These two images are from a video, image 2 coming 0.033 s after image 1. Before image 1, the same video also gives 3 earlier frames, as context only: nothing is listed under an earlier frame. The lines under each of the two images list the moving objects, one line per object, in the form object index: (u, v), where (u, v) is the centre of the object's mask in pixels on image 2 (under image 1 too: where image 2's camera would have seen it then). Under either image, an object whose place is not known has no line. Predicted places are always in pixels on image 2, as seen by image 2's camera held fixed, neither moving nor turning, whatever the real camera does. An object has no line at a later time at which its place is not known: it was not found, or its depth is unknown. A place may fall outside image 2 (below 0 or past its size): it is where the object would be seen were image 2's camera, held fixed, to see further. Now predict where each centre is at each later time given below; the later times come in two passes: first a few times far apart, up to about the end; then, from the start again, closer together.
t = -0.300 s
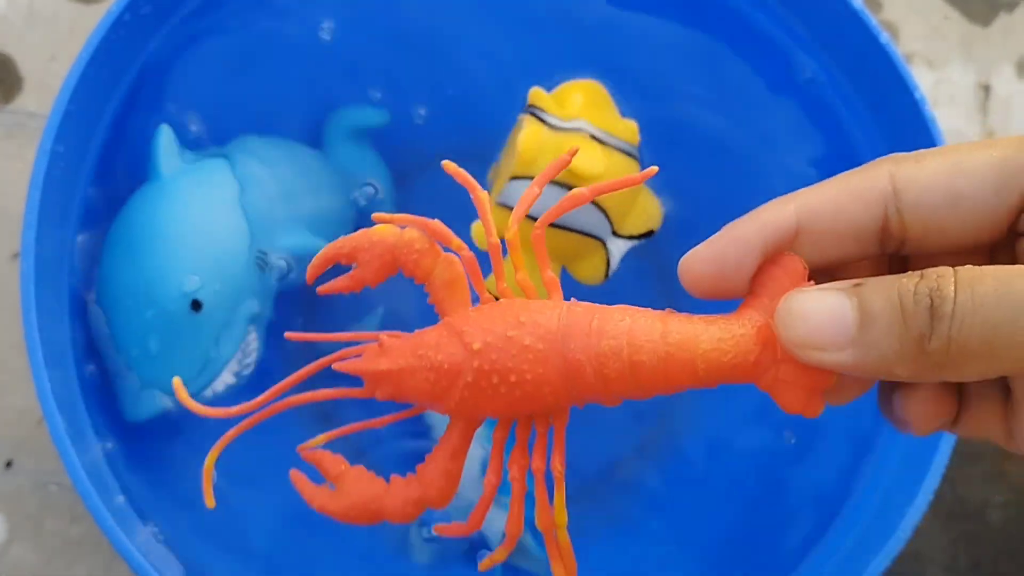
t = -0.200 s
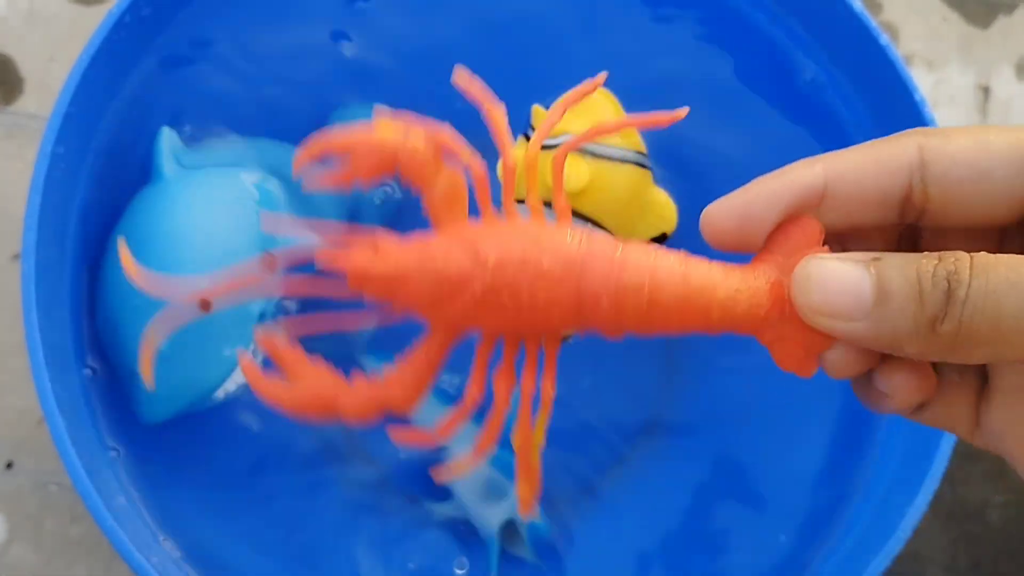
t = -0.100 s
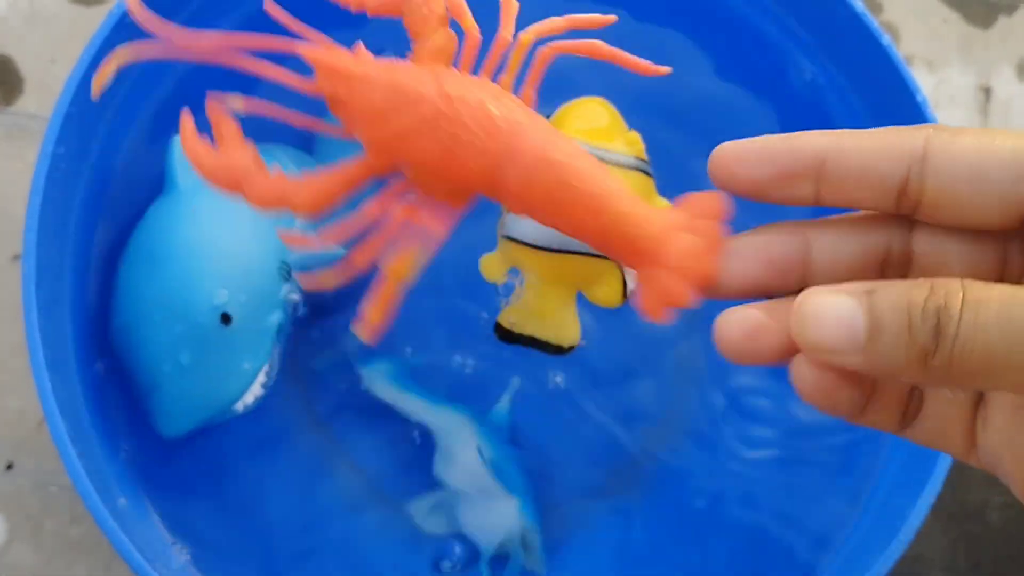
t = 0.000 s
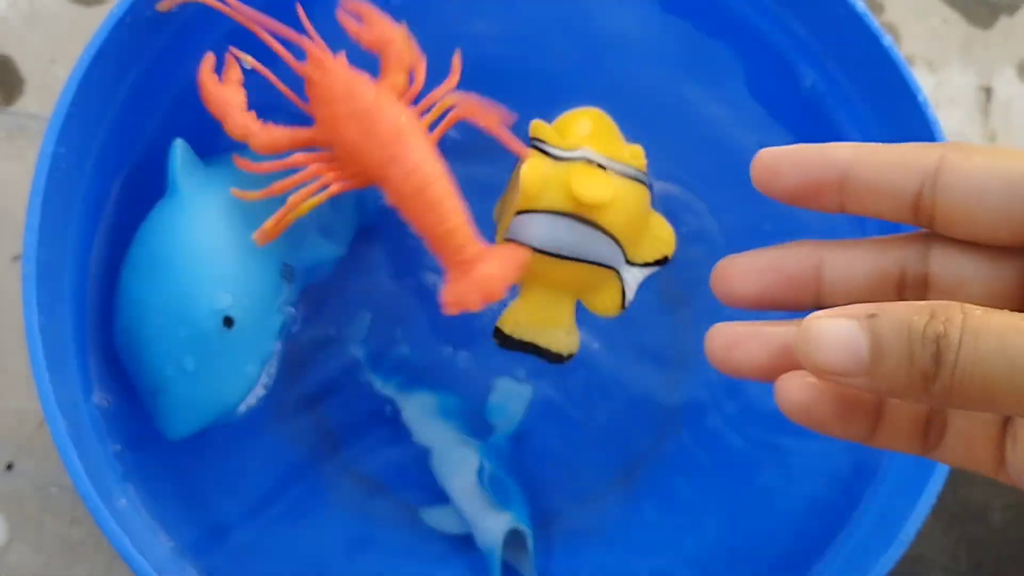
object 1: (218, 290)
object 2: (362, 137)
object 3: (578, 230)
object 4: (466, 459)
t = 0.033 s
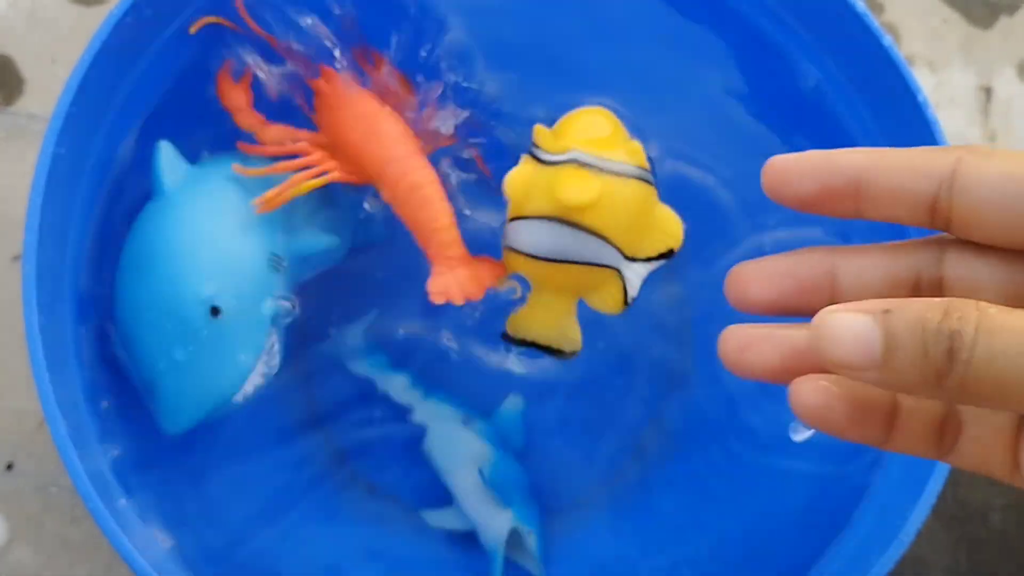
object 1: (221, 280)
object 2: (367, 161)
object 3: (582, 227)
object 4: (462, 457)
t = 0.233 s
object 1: (205, 265)
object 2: (392, 139)
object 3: (557, 195)
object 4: (475, 471)
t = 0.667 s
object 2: (435, 172)
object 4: (461, 455)
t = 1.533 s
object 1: (238, 283)
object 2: (441, 163)
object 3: (683, 324)
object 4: (465, 458)
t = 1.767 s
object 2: (446, 166)
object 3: (712, 358)
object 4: (461, 449)
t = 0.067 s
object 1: (212, 278)
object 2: (356, 143)
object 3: (580, 218)
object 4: (473, 467)
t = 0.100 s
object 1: (207, 274)
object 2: (372, 142)
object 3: (575, 213)
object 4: (474, 464)
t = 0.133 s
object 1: (203, 267)
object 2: (381, 137)
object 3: (571, 205)
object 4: (464, 454)
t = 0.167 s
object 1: (206, 264)
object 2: (387, 137)
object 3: (567, 201)
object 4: (468, 452)
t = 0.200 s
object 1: (204, 264)
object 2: (389, 136)
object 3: (561, 195)
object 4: (473, 460)
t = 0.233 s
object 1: (205, 265)
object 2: (392, 139)
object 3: (557, 195)
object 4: (475, 471)
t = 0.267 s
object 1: (208, 265)
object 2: (402, 141)
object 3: (558, 197)
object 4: (468, 472)
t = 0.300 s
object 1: (208, 267)
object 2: (409, 147)
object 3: (559, 200)
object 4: (464, 467)
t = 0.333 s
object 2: (415, 154)
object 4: (466, 462)
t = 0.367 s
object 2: (419, 160)
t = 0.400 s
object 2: (421, 166)
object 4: (461, 449)
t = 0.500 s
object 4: (460, 449)
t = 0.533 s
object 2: (425, 171)
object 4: (456, 450)
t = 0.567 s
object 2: (429, 173)
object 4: (468, 461)
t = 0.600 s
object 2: (432, 175)
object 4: (465, 456)
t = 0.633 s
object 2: (434, 175)
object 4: (463, 454)
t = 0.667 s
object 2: (435, 172)
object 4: (461, 455)
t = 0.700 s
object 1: (212, 287)
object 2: (433, 165)
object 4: (453, 457)
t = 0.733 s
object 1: (217, 283)
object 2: (434, 159)
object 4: (464, 463)
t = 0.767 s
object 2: (435, 155)
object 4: (455, 462)
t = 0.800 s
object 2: (435, 153)
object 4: (463, 459)
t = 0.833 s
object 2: (435, 154)
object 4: (469, 459)
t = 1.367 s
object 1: (232, 282)
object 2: (443, 165)
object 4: (460, 454)
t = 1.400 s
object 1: (228, 287)
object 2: (443, 165)
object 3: (673, 307)
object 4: (459, 455)
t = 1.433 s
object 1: (229, 287)
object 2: (442, 164)
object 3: (677, 308)
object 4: (461, 458)
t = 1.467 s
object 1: (230, 287)
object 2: (441, 163)
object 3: (679, 311)
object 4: (464, 459)
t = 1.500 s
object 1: (236, 282)
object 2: (440, 163)
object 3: (681, 316)
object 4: (464, 460)
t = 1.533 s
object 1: (238, 283)
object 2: (441, 163)
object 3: (683, 324)
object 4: (465, 458)
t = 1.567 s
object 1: (240, 286)
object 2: (442, 163)
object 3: (685, 333)
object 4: (464, 455)
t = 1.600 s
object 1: (239, 290)
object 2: (442, 162)
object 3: (688, 341)
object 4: (463, 450)
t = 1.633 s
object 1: (239, 293)
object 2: (443, 162)
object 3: (693, 348)
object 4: (461, 452)
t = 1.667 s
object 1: (240, 296)
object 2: (444, 163)
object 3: (699, 353)
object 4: (462, 452)
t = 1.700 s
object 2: (445, 164)
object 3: (705, 355)
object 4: (463, 452)
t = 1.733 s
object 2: (446, 165)
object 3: (709, 356)
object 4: (464, 454)
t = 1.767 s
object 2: (446, 166)
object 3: (712, 358)
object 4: (461, 449)
